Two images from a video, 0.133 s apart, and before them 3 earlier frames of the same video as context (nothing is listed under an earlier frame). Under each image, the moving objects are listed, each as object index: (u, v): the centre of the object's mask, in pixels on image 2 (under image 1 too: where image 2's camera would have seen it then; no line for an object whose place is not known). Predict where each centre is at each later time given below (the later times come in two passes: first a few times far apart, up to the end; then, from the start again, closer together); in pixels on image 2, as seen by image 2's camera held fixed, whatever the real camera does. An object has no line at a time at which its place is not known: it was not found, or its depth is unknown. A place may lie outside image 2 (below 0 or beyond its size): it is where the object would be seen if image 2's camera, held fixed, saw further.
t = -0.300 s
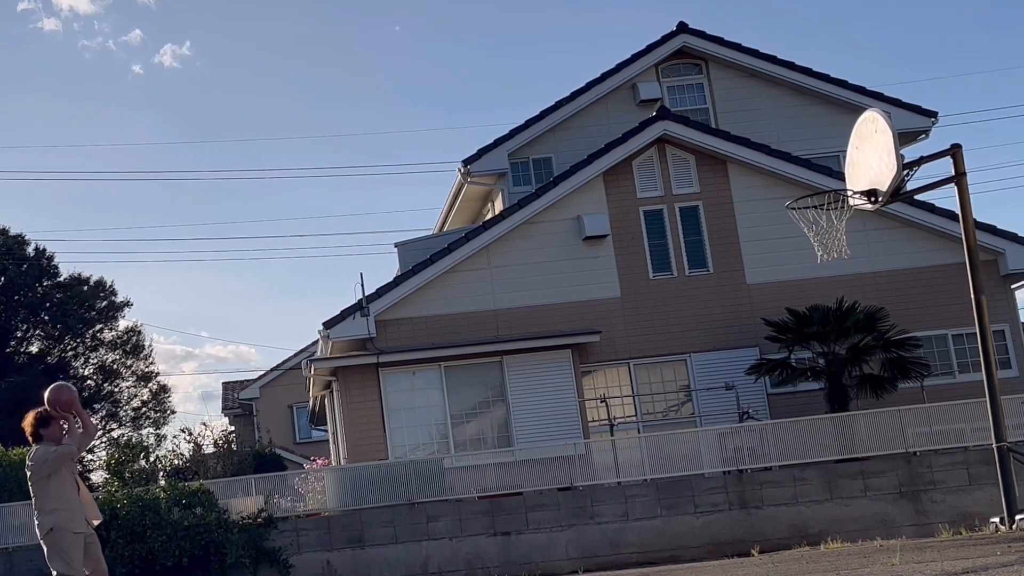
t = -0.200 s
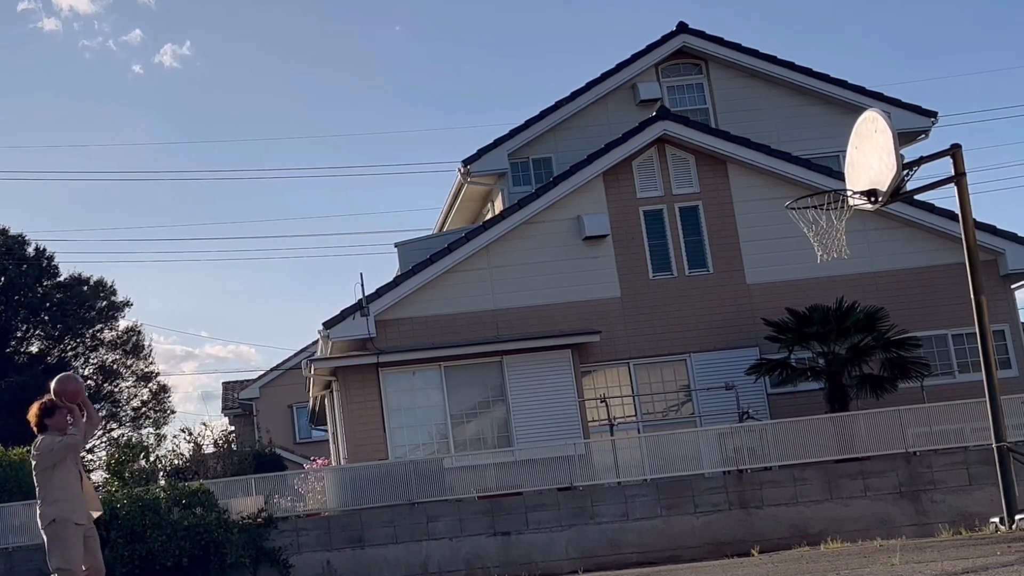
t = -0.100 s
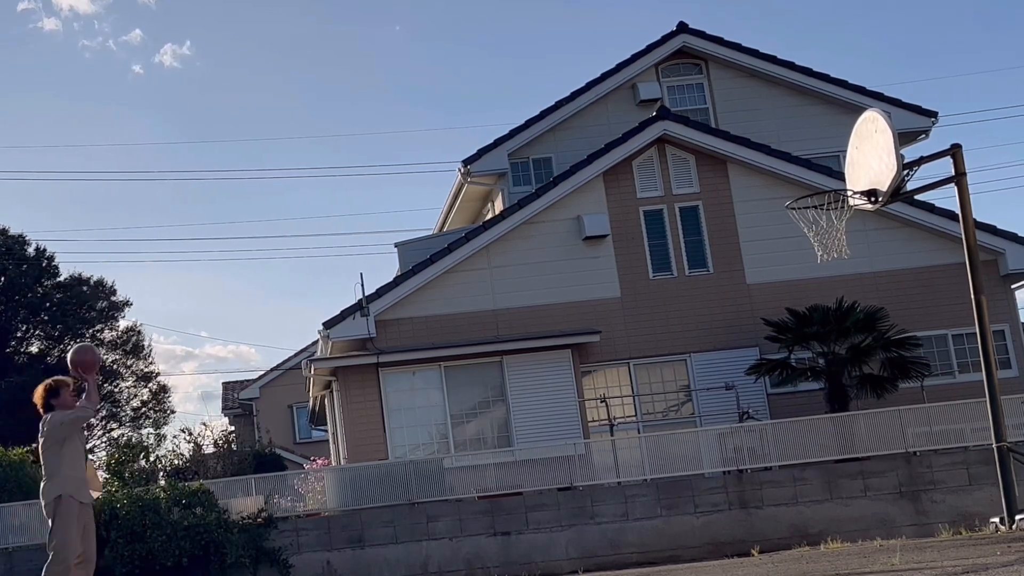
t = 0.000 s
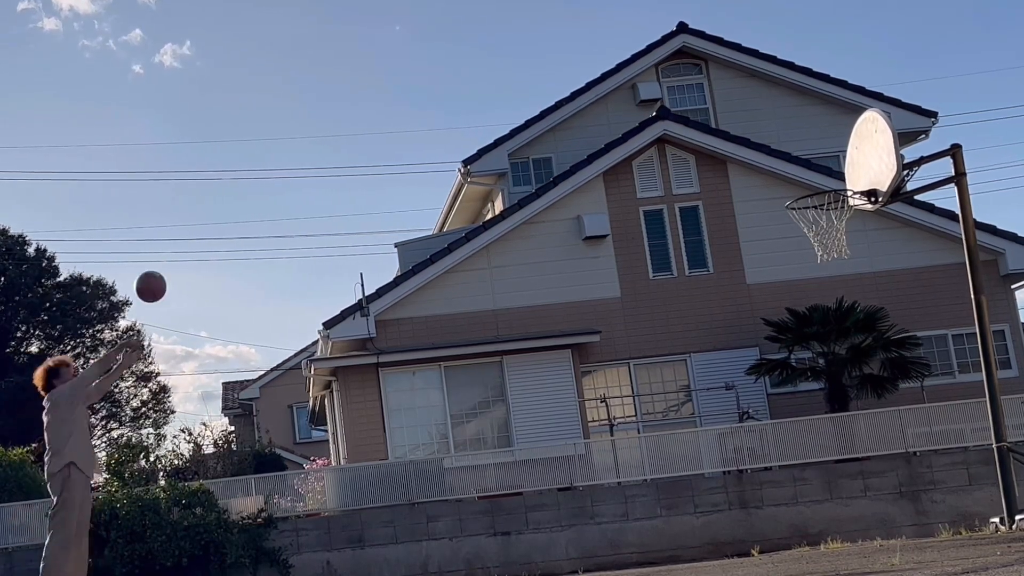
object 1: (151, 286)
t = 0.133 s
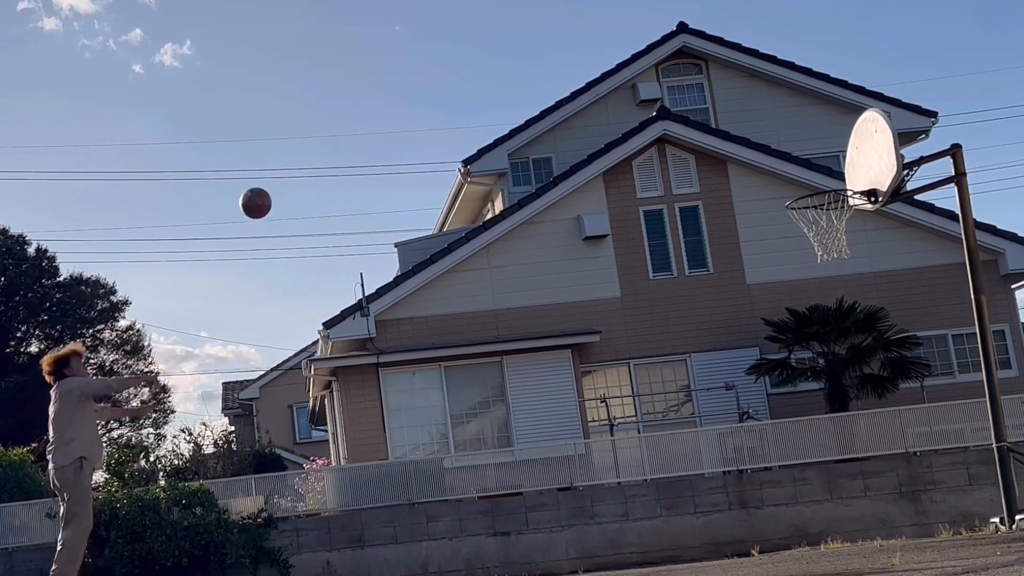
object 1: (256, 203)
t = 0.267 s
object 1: (360, 143)
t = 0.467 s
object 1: (517, 94)
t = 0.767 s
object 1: (767, 115)
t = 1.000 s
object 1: (804, 186)
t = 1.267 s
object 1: (776, 180)
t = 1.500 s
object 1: (766, 228)
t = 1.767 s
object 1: (769, 361)
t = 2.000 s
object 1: (783, 535)
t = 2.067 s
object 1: (757, 491)
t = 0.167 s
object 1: (282, 186)
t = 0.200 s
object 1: (308, 170)
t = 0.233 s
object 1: (334, 156)
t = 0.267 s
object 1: (360, 143)
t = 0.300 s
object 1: (386, 131)
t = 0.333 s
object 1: (412, 121)
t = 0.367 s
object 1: (438, 112)
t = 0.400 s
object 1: (464, 105)
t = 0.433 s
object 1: (491, 99)
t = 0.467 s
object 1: (517, 94)
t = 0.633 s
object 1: (653, 92)
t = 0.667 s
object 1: (681, 96)
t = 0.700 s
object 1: (710, 101)
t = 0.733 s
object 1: (737, 107)
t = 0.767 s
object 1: (767, 115)
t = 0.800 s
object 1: (796, 125)
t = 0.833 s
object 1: (825, 136)
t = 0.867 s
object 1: (855, 148)
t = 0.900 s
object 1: (847, 159)
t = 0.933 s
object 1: (831, 171)
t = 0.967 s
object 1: (814, 184)
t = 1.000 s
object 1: (804, 186)
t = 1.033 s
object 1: (798, 190)
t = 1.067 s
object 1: (793, 191)
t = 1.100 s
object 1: (790, 187)
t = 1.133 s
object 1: (787, 183)
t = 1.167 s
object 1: (784, 180)
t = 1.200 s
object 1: (781, 179)
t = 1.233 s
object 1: (778, 179)
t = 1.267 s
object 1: (776, 180)
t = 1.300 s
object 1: (774, 183)
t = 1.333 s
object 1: (772, 187)
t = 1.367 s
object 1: (769, 193)
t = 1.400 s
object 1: (769, 199)
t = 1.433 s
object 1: (767, 208)
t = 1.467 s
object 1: (767, 217)
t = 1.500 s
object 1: (766, 228)
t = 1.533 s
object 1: (765, 240)
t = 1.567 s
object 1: (765, 253)
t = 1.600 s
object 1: (765, 268)
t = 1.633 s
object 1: (766, 284)
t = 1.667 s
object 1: (767, 302)
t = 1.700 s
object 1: (767, 320)
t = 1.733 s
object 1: (768, 340)
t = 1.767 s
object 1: (769, 361)
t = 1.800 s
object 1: (771, 384)
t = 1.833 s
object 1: (773, 407)
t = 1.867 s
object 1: (775, 433)
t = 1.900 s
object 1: (777, 460)
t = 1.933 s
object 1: (779, 488)
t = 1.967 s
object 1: (782, 517)
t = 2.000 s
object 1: (783, 535)
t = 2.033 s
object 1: (769, 512)
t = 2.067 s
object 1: (757, 491)
